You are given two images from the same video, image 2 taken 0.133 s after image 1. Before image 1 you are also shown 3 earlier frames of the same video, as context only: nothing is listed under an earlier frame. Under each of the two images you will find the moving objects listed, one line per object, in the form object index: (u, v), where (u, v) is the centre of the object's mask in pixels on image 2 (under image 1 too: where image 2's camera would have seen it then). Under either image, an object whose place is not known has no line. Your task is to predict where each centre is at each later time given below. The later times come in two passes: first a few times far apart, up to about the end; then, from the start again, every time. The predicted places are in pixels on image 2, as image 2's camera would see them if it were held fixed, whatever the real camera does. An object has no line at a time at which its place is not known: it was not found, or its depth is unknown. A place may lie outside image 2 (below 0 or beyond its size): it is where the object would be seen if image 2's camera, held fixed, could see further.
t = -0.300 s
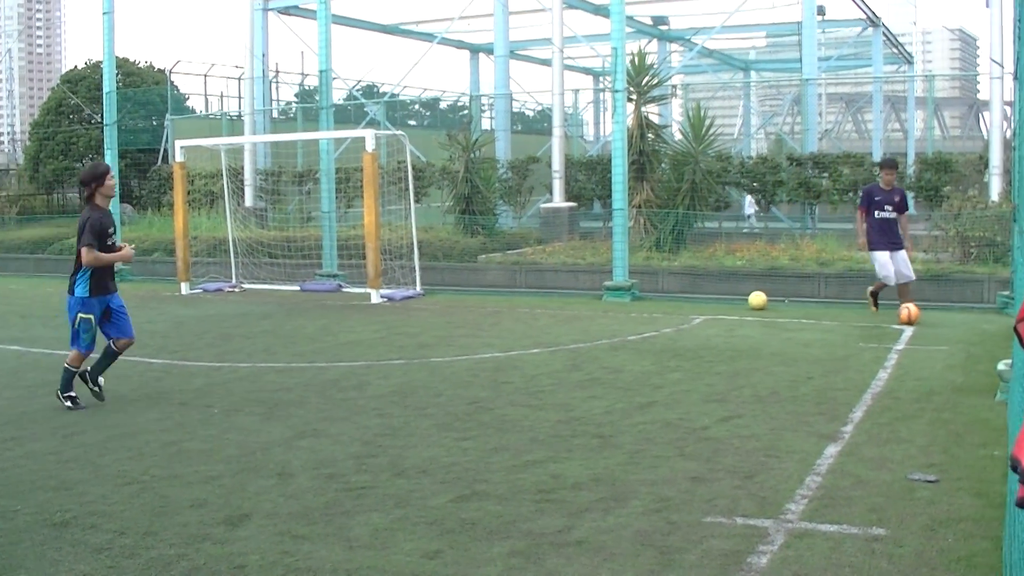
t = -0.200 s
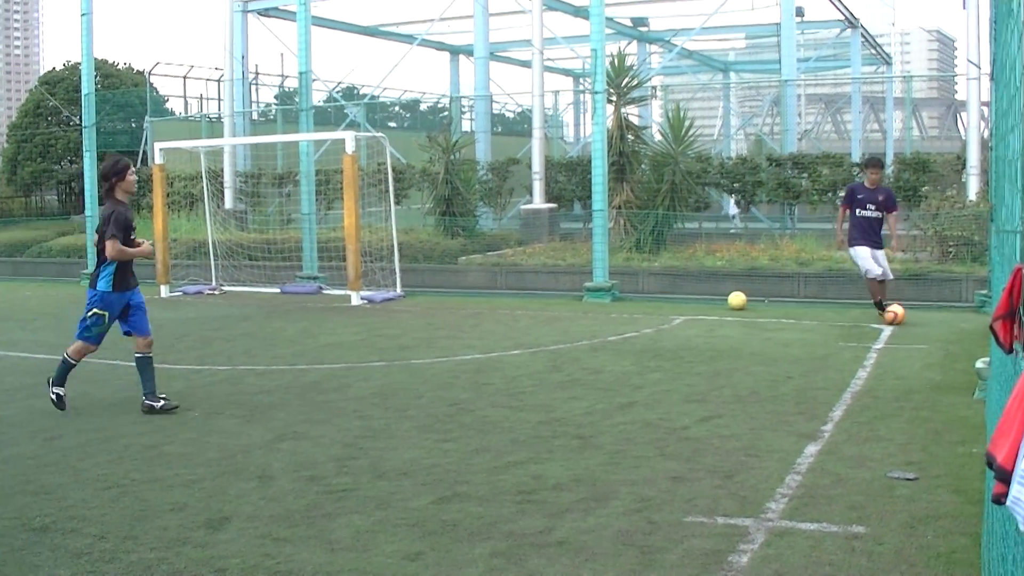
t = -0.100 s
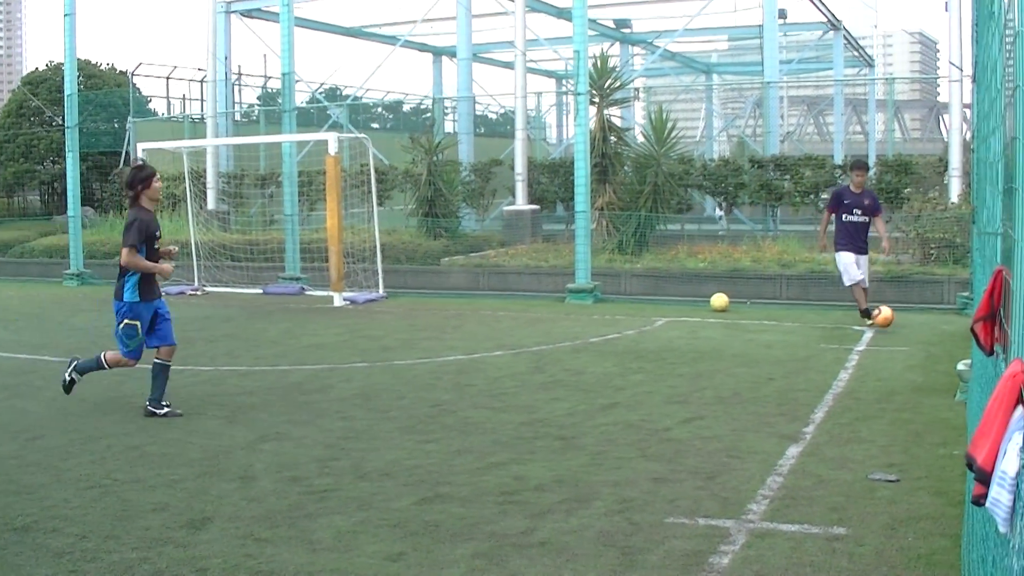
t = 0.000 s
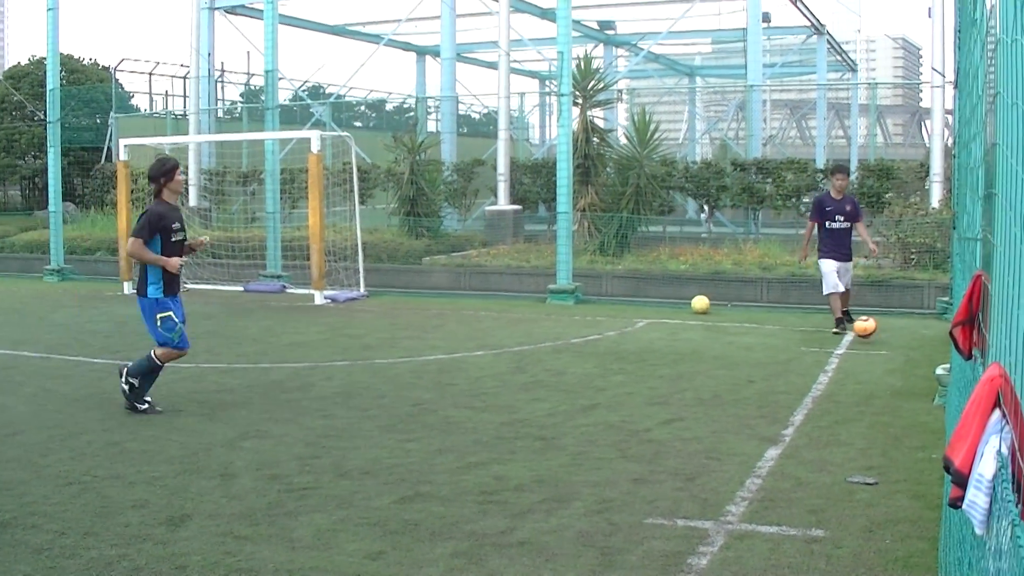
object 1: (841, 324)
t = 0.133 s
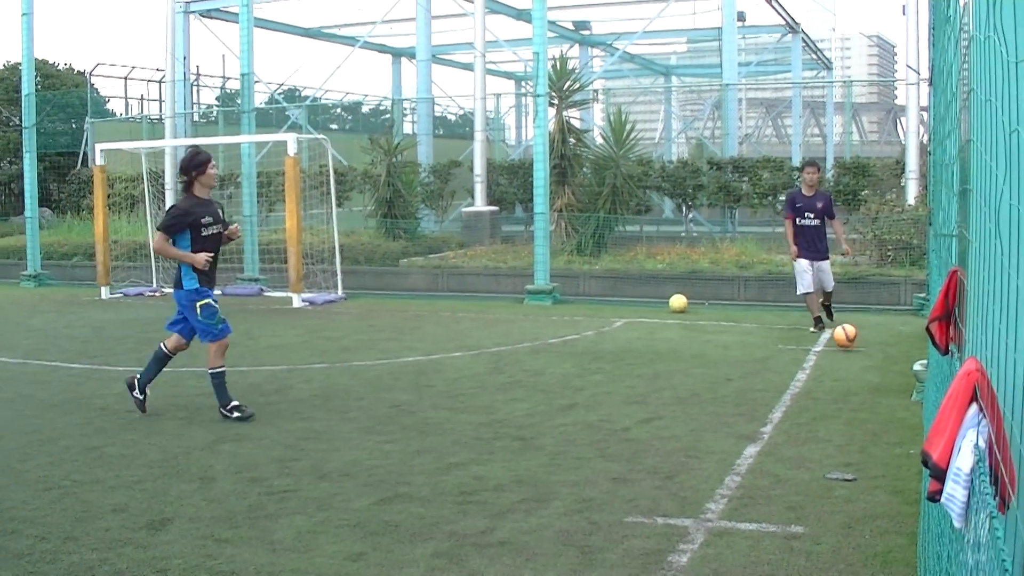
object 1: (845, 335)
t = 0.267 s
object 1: (850, 347)
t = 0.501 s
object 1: (861, 363)
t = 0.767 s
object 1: (872, 381)
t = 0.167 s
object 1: (846, 338)
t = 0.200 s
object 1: (847, 343)
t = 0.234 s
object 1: (849, 345)
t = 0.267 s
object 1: (850, 347)
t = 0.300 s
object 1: (852, 349)
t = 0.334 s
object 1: (853, 352)
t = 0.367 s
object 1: (855, 354)
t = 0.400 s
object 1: (856, 356)
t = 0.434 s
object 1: (858, 358)
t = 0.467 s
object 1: (859, 360)
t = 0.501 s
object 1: (861, 363)
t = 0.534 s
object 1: (863, 365)
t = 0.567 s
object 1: (864, 367)
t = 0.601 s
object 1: (865, 370)
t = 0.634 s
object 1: (866, 371)
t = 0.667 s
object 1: (867, 373)
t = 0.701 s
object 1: (869, 376)
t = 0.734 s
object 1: (870, 379)
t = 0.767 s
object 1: (872, 381)
